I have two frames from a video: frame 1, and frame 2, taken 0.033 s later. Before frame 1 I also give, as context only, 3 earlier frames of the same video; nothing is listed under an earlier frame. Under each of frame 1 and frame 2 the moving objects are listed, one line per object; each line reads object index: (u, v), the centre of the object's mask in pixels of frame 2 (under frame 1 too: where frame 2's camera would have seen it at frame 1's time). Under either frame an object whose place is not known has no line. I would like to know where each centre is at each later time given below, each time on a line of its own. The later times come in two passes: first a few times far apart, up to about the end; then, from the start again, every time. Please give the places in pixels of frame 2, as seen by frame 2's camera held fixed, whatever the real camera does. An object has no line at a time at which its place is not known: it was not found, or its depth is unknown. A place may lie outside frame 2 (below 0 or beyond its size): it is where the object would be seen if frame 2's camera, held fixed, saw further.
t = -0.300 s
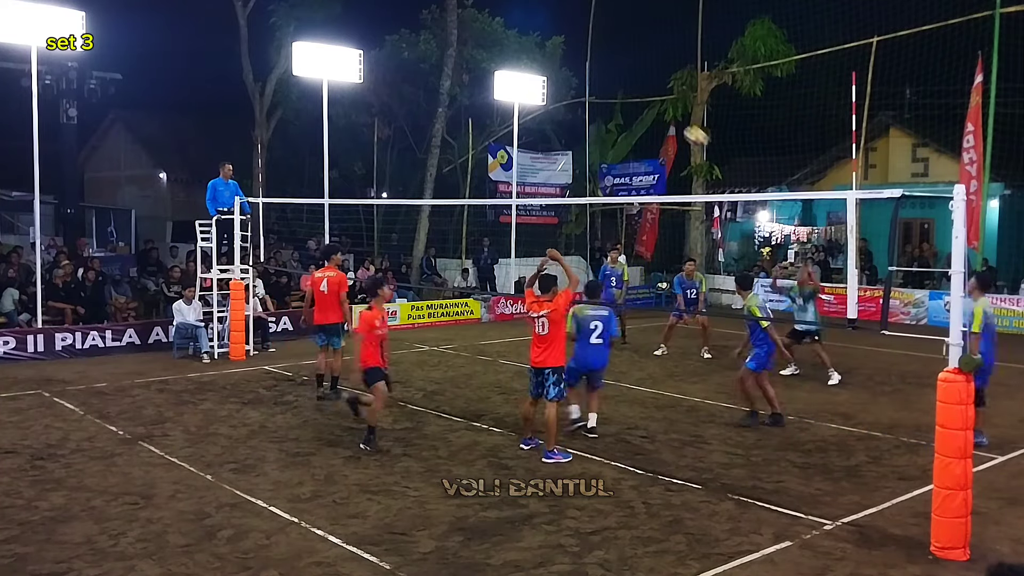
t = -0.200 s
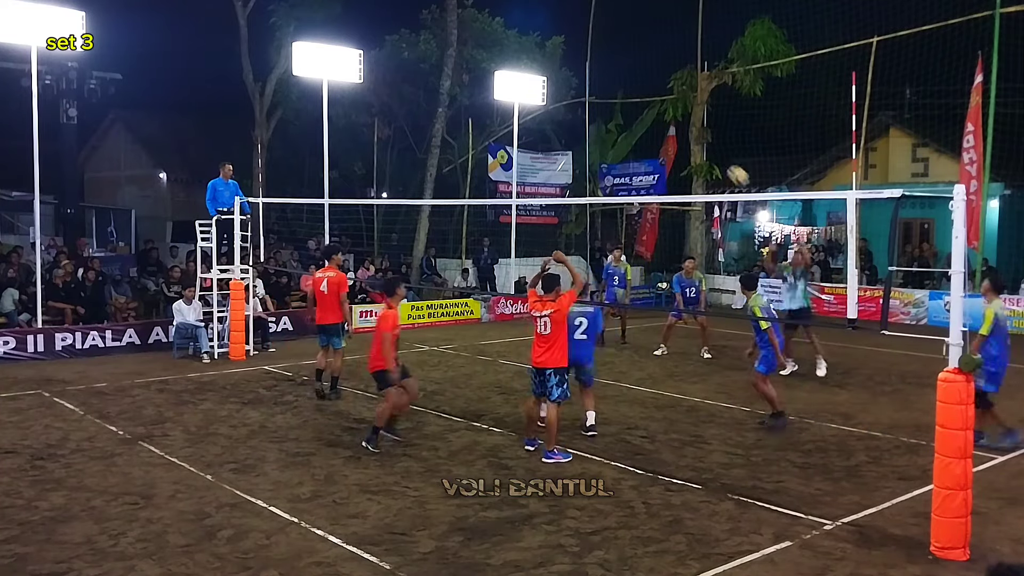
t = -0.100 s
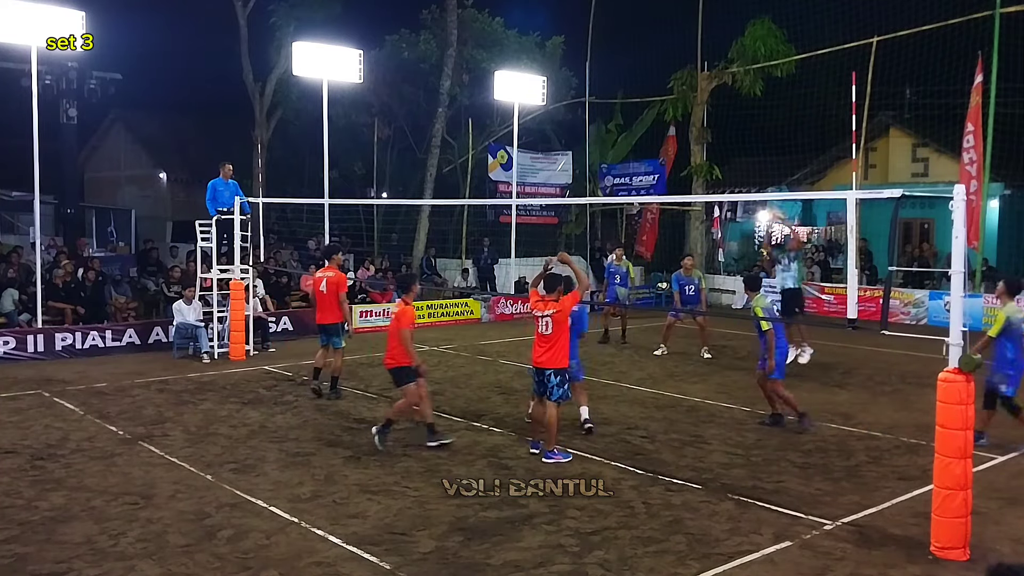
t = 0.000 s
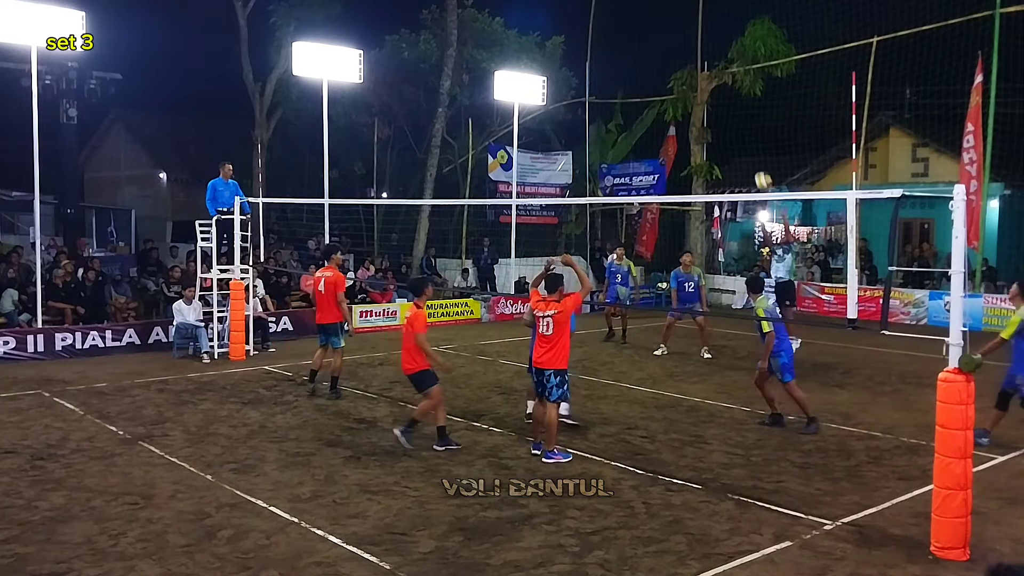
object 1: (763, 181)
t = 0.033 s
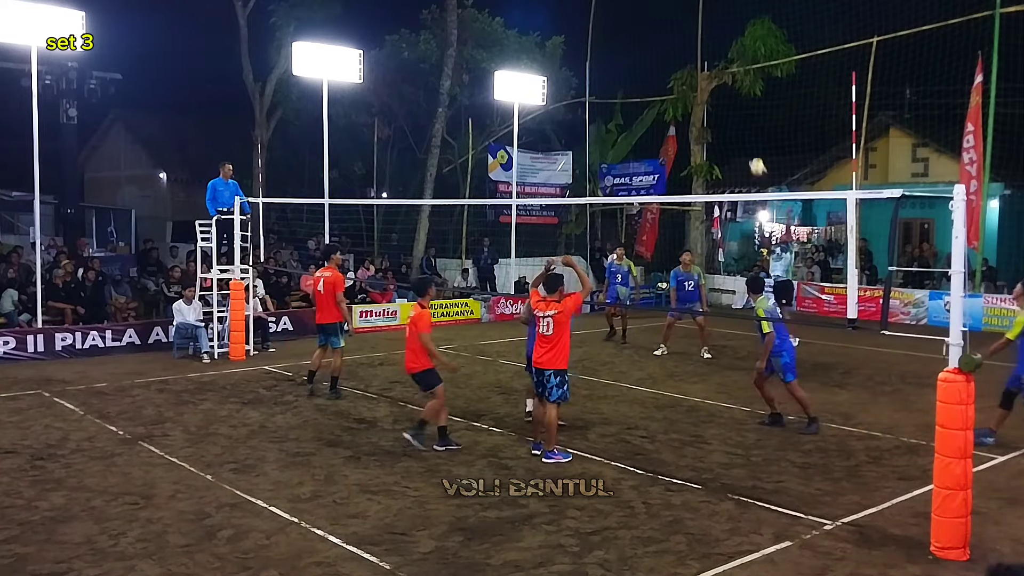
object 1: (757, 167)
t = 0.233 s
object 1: (722, 100)
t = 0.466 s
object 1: (679, 53)
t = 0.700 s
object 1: (631, 45)
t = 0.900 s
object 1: (587, 72)
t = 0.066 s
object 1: (751, 154)
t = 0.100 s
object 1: (746, 142)
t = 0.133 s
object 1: (740, 131)
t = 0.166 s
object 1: (734, 120)
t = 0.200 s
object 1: (728, 109)
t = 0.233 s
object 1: (722, 100)
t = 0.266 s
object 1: (716, 91)
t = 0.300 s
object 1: (710, 82)
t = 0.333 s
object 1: (703, 74)
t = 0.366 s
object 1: (698, 68)
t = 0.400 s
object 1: (692, 62)
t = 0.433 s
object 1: (685, 58)
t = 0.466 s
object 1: (679, 53)
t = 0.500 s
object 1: (672, 49)
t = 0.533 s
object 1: (665, 46)
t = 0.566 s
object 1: (659, 44)
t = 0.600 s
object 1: (652, 43)
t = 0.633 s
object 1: (645, 43)
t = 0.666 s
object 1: (638, 43)
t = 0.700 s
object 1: (631, 45)
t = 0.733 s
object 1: (624, 47)
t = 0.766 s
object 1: (617, 50)
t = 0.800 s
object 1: (609, 54)
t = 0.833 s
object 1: (602, 59)
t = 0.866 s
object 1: (595, 66)
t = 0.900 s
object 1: (587, 72)
